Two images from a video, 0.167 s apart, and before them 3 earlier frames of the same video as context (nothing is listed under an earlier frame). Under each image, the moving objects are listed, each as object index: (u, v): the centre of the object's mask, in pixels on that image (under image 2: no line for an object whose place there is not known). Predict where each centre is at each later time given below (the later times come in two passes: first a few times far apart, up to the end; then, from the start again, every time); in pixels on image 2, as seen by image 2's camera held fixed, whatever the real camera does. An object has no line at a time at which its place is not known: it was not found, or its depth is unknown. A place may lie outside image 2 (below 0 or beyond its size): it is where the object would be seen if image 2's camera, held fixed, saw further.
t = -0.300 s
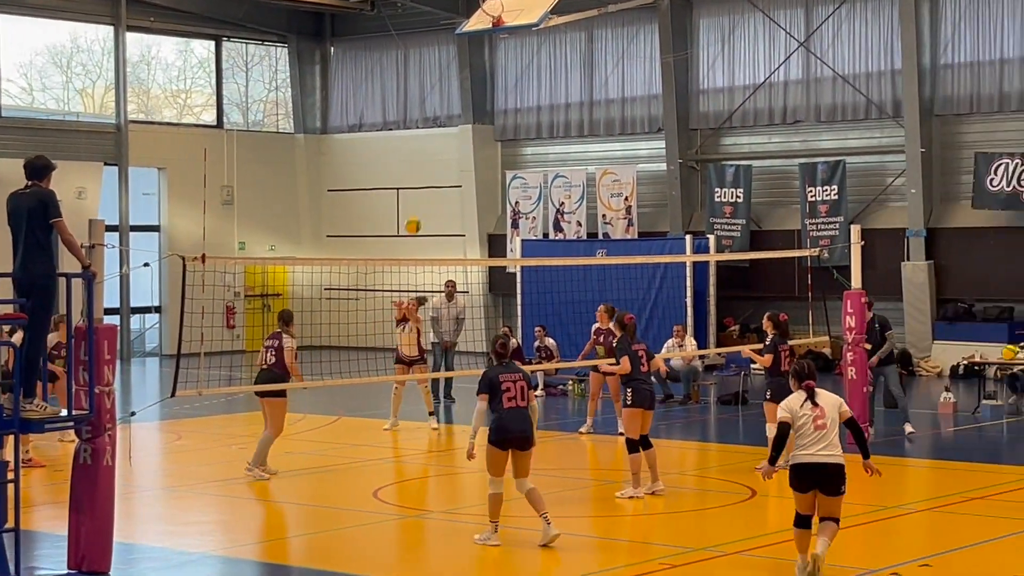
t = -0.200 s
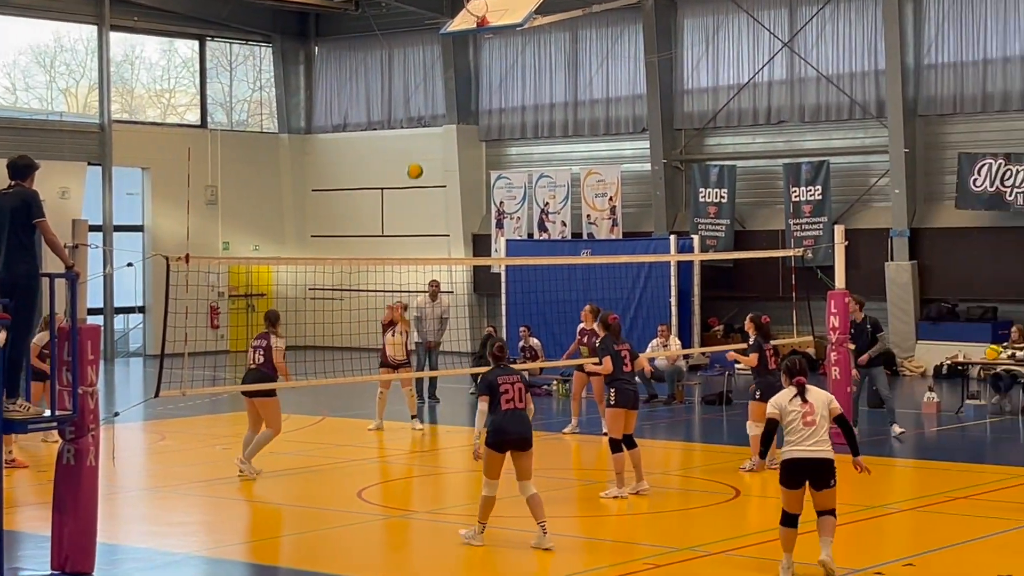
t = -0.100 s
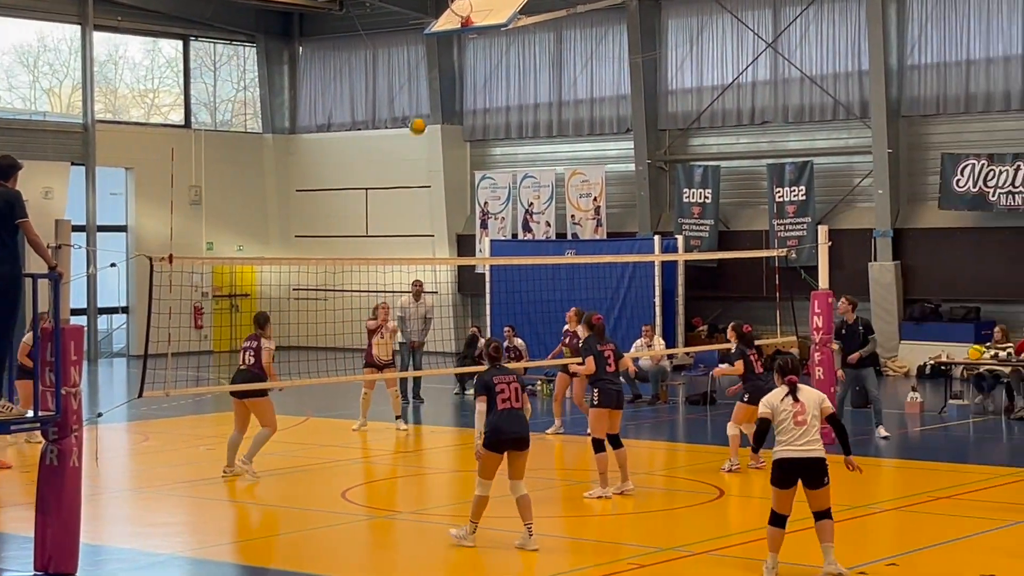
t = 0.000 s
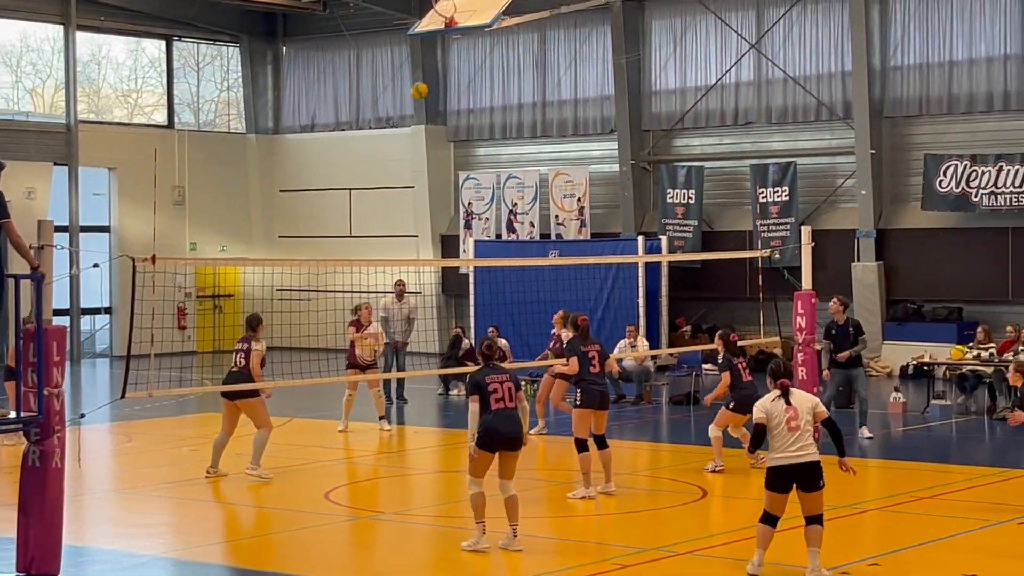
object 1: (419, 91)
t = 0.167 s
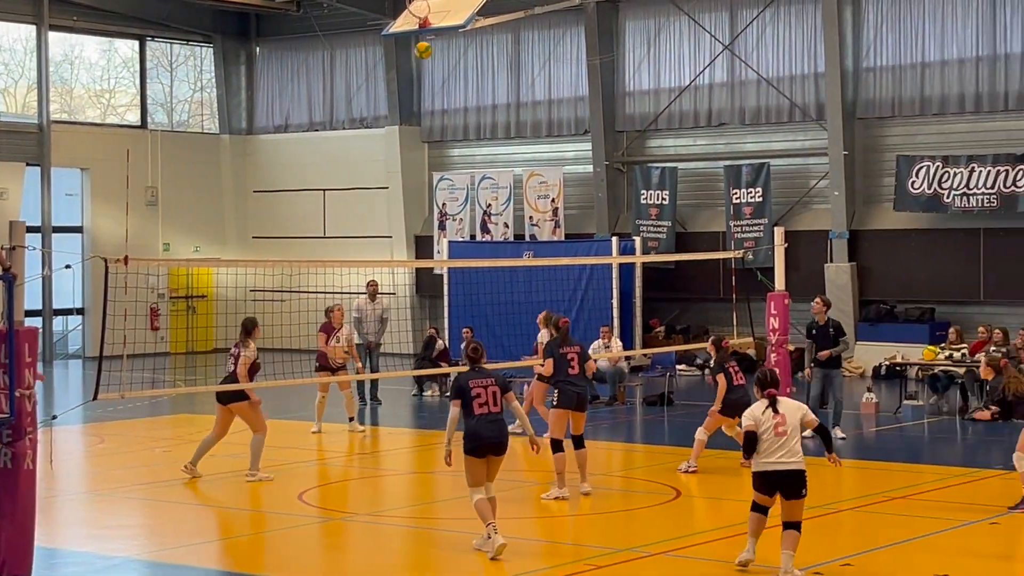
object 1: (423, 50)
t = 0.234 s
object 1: (435, 40)
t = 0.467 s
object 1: (476, 33)
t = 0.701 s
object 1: (517, 69)
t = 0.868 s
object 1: (545, 120)
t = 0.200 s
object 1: (429, 45)
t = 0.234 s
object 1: (435, 40)
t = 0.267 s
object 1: (441, 37)
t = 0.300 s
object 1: (447, 34)
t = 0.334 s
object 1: (453, 32)
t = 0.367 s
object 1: (459, 31)
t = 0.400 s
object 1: (464, 31)
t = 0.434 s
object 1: (470, 31)
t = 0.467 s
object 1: (476, 33)
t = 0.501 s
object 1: (482, 35)
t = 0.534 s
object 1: (488, 39)
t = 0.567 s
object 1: (494, 43)
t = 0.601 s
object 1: (501, 48)
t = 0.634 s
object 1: (506, 55)
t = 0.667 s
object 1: (512, 62)
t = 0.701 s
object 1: (517, 69)
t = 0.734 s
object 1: (523, 78)
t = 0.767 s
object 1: (529, 87)
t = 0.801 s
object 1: (535, 98)
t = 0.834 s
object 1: (540, 108)
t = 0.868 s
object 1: (545, 120)
